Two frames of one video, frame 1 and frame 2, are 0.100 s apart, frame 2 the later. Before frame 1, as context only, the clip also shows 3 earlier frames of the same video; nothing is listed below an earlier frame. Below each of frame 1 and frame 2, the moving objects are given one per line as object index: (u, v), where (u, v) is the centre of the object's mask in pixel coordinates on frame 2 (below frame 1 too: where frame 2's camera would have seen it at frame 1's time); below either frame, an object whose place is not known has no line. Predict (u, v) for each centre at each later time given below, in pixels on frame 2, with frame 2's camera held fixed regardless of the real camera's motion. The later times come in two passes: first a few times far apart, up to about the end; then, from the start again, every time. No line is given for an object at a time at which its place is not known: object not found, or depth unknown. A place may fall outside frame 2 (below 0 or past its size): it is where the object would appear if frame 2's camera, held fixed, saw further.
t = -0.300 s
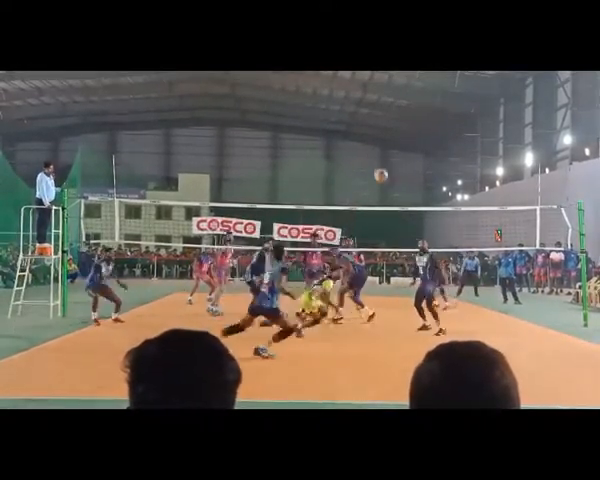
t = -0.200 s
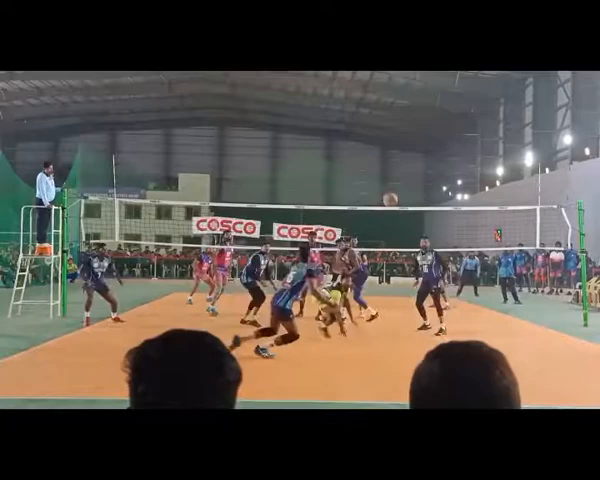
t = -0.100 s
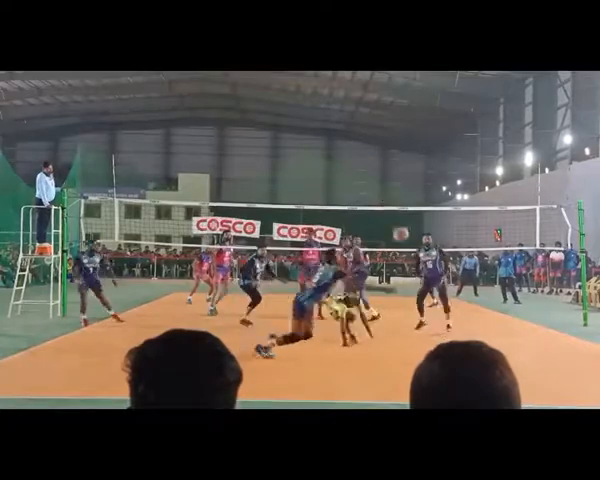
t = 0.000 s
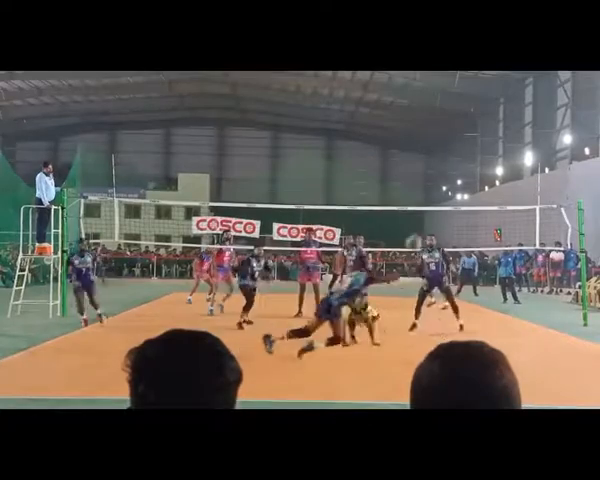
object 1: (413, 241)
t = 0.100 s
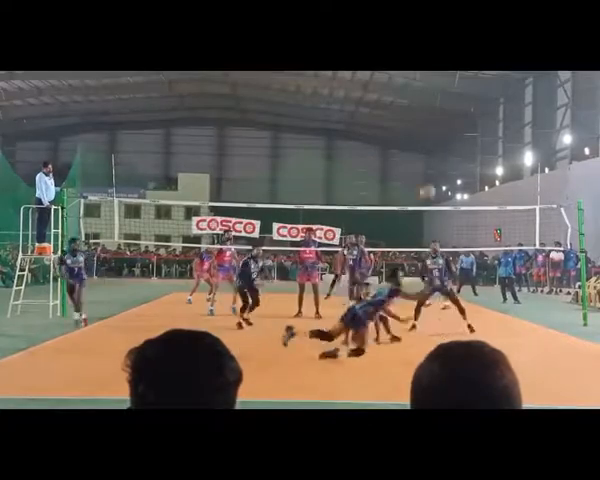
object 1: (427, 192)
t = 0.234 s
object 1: (443, 142)
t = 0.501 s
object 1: (470, 86)
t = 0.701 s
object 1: (486, 79)
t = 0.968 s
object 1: (504, 106)
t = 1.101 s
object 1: (511, 133)
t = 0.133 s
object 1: (432, 177)
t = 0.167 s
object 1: (435, 164)
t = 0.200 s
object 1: (439, 153)
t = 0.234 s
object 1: (443, 142)
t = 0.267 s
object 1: (447, 131)
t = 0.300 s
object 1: (450, 122)
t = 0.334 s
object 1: (454, 113)
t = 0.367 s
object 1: (458, 106)
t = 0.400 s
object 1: (460, 100)
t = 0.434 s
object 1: (463, 95)
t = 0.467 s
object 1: (467, 90)
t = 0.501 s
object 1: (470, 86)
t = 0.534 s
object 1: (473, 83)
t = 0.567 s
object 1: (476, 81)
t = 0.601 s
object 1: (478, 80)
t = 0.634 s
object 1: (481, 79)
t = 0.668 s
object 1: (484, 79)
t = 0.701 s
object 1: (486, 79)
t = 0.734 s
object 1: (489, 80)
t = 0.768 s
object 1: (491, 82)
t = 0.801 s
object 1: (493, 85)
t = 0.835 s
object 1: (496, 88)
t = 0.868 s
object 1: (497, 92)
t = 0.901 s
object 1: (500, 97)
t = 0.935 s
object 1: (502, 101)
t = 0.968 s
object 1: (504, 106)
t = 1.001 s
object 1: (505, 112)
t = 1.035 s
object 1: (508, 119)
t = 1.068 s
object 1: (509, 126)
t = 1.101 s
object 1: (511, 133)
